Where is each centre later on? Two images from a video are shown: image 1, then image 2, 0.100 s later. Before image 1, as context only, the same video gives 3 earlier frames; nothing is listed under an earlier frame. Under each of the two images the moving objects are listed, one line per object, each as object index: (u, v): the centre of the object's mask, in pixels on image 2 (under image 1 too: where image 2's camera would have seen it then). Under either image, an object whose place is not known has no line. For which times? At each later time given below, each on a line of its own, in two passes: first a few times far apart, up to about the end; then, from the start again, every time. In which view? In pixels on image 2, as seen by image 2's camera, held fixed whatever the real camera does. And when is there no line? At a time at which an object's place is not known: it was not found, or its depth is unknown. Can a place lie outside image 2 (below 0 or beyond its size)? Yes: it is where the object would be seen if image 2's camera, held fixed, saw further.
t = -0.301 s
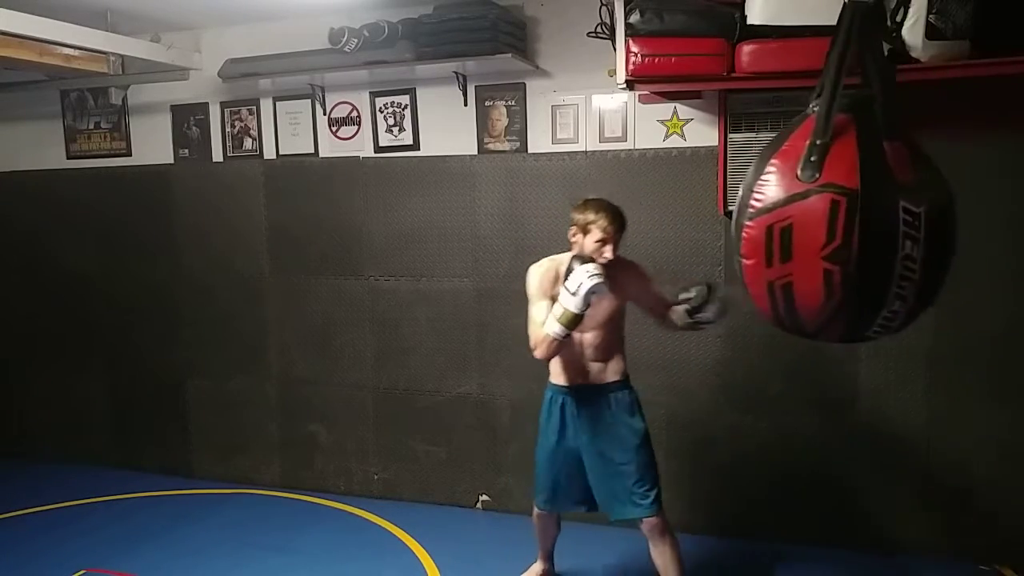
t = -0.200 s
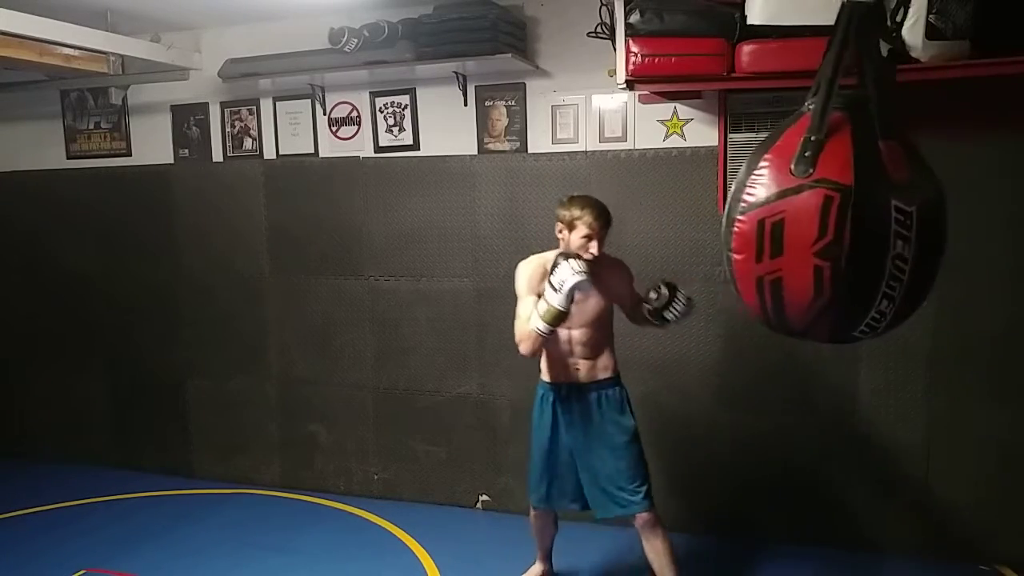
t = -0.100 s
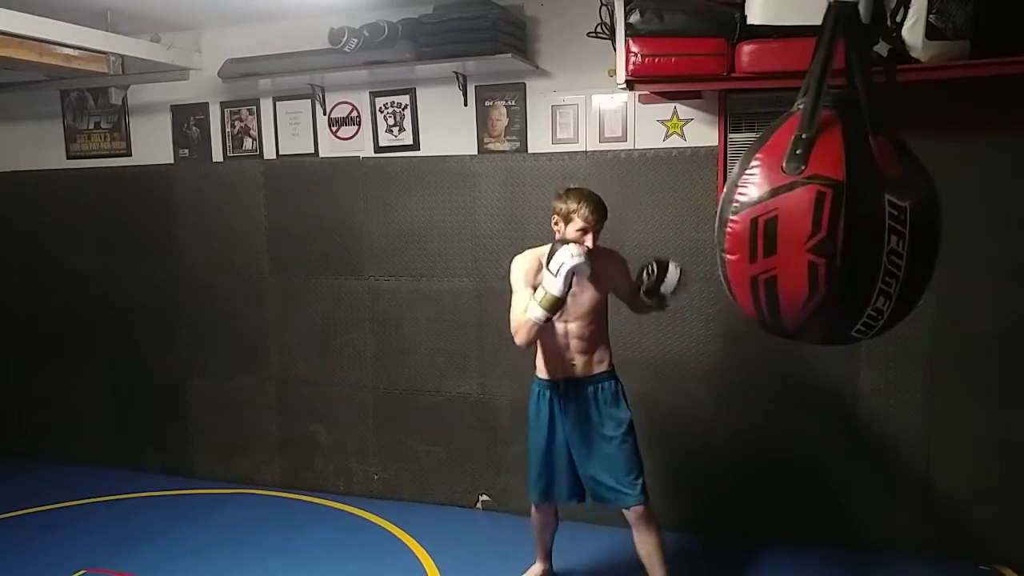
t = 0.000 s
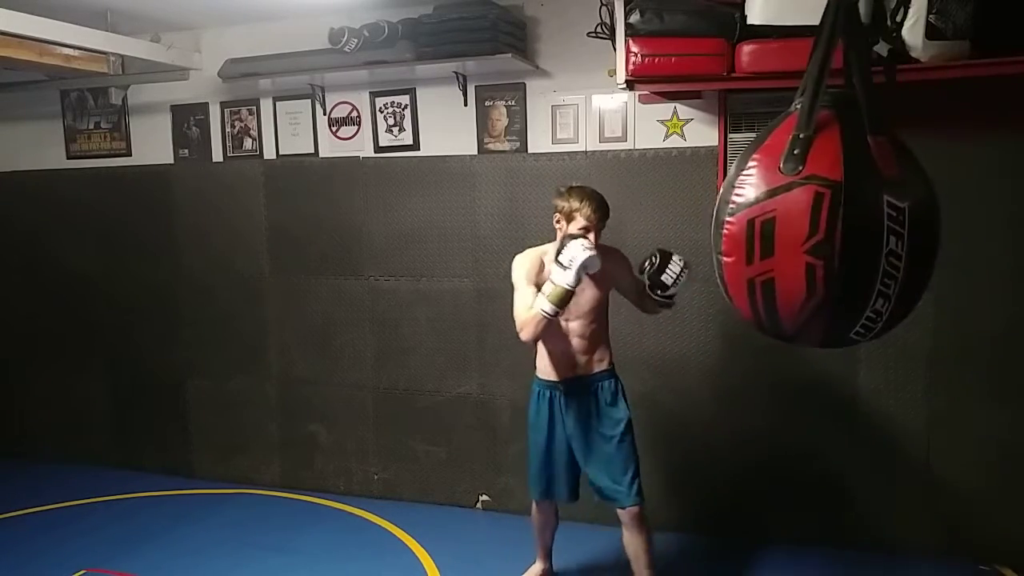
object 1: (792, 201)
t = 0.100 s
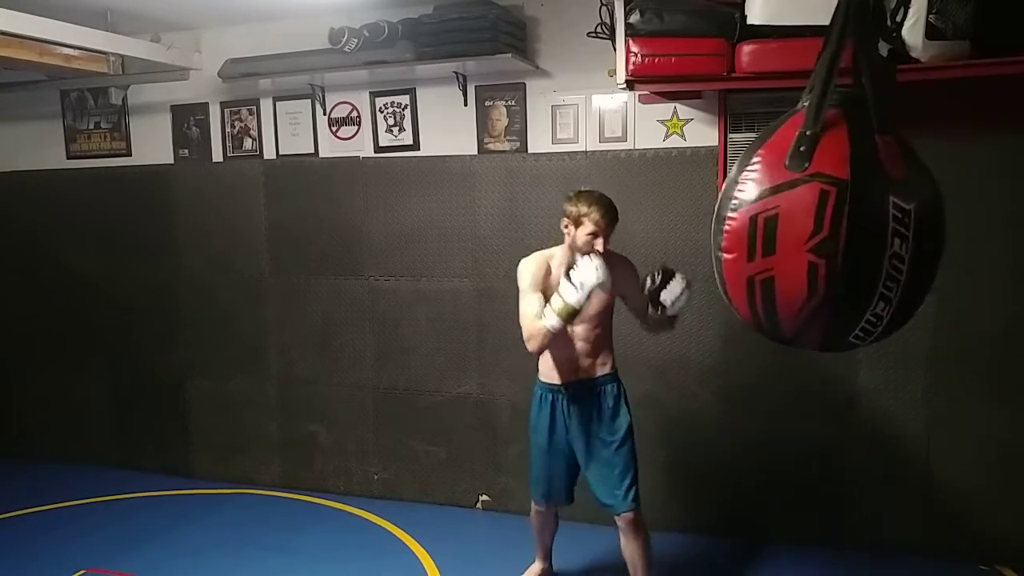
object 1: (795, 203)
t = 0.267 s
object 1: (807, 205)
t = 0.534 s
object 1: (842, 207)
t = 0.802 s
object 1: (879, 211)
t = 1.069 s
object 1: (893, 211)
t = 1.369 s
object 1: (876, 207)
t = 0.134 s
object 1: (797, 202)
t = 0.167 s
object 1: (799, 201)
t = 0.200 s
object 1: (802, 203)
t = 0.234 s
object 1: (804, 204)
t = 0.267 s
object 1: (807, 205)
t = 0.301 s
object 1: (810, 207)
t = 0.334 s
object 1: (810, 208)
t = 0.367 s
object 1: (818, 207)
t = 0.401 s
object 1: (821, 208)
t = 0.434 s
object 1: (825, 208)
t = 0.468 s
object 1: (831, 207)
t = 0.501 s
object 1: (836, 207)
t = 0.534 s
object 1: (842, 207)
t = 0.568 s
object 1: (847, 209)
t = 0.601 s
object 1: (851, 209)
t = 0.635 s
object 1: (856, 209)
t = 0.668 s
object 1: (861, 210)
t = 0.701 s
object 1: (865, 210)
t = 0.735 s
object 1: (870, 211)
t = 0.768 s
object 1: (874, 212)
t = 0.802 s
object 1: (879, 211)
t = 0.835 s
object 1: (883, 211)
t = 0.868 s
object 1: (886, 211)
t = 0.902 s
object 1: (888, 210)
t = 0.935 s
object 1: (891, 210)
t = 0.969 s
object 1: (893, 210)
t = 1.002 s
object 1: (893, 210)
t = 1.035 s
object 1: (893, 211)
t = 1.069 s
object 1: (893, 211)
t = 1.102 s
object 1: (893, 210)
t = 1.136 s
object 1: (892, 210)
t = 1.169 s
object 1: (892, 209)
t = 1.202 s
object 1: (890, 209)
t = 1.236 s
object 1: (889, 209)
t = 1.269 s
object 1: (886, 208)
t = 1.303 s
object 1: (883, 207)
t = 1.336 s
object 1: (879, 208)
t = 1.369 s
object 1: (876, 207)
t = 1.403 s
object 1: (871, 206)
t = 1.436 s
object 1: (866, 205)
